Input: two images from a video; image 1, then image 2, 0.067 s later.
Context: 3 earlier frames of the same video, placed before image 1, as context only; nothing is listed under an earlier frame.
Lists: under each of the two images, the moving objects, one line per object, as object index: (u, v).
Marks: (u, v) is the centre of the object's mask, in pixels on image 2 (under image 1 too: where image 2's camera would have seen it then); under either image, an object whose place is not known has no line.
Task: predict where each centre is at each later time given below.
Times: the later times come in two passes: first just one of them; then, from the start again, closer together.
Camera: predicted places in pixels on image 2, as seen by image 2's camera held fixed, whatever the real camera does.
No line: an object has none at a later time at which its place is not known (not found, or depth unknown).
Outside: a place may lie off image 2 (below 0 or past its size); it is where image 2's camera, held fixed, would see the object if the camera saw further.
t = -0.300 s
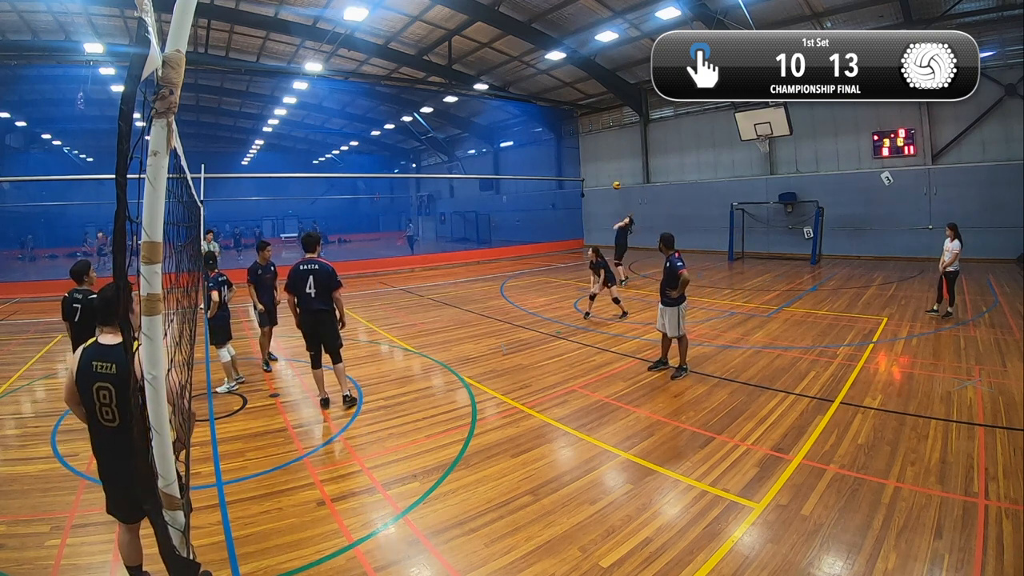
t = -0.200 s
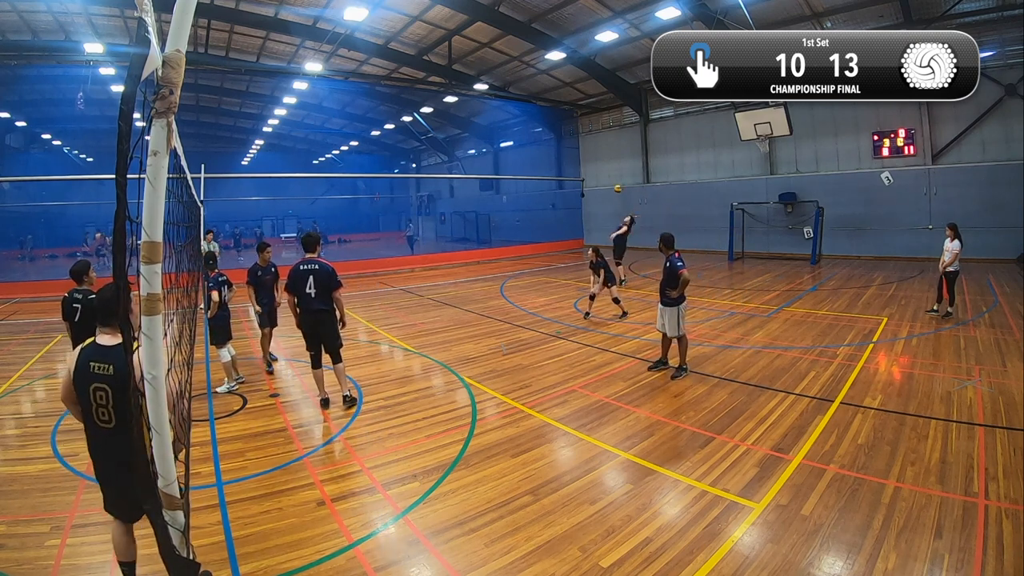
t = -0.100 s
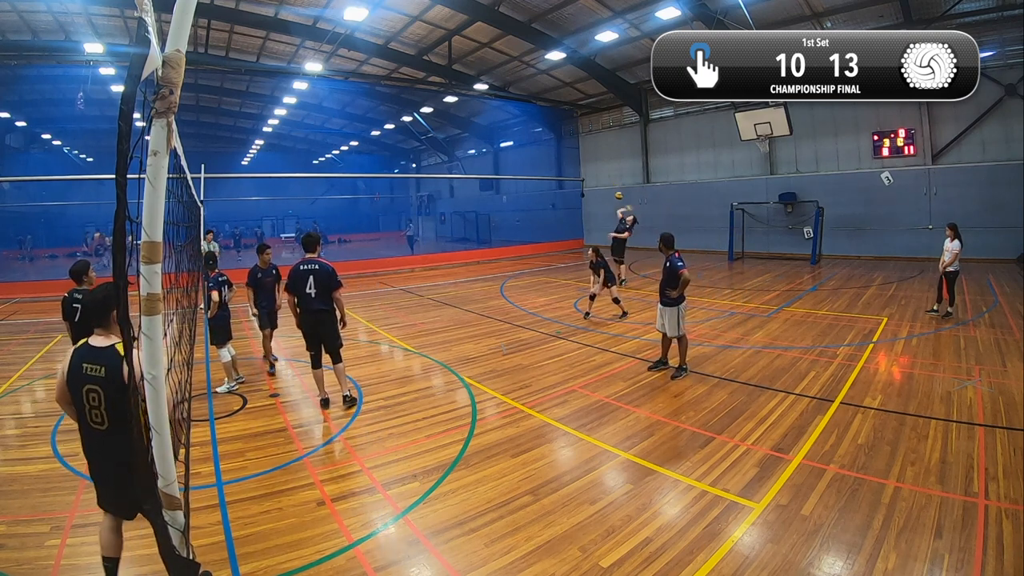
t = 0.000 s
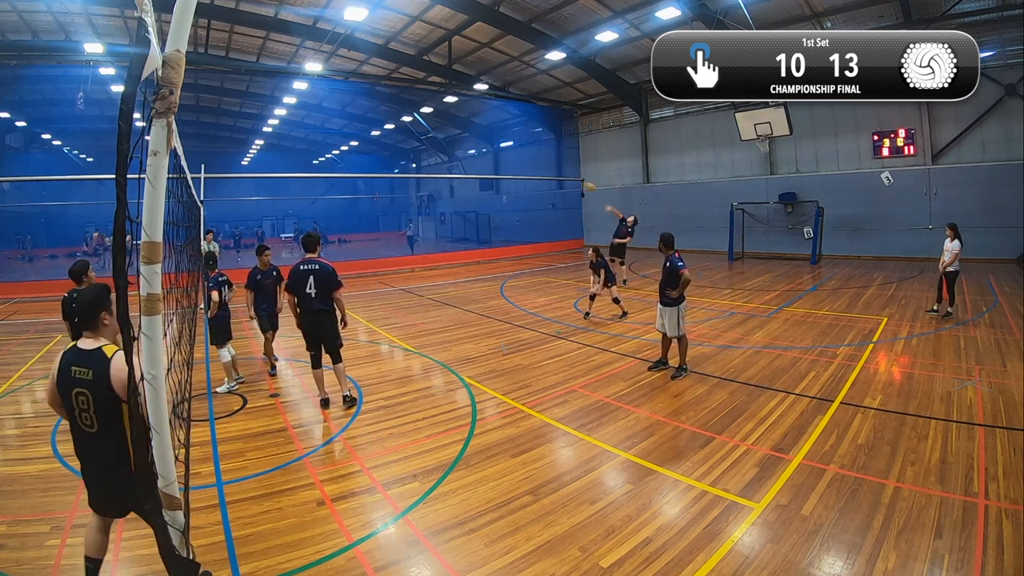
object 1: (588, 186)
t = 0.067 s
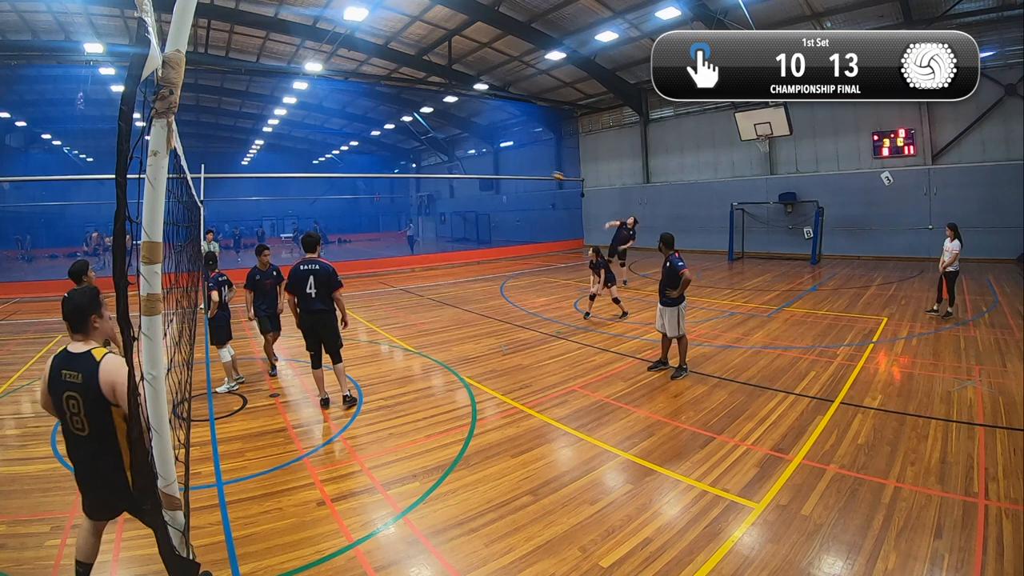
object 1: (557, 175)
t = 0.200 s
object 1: (481, 156)
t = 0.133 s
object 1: (521, 165)
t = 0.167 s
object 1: (502, 161)
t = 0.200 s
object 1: (481, 156)
